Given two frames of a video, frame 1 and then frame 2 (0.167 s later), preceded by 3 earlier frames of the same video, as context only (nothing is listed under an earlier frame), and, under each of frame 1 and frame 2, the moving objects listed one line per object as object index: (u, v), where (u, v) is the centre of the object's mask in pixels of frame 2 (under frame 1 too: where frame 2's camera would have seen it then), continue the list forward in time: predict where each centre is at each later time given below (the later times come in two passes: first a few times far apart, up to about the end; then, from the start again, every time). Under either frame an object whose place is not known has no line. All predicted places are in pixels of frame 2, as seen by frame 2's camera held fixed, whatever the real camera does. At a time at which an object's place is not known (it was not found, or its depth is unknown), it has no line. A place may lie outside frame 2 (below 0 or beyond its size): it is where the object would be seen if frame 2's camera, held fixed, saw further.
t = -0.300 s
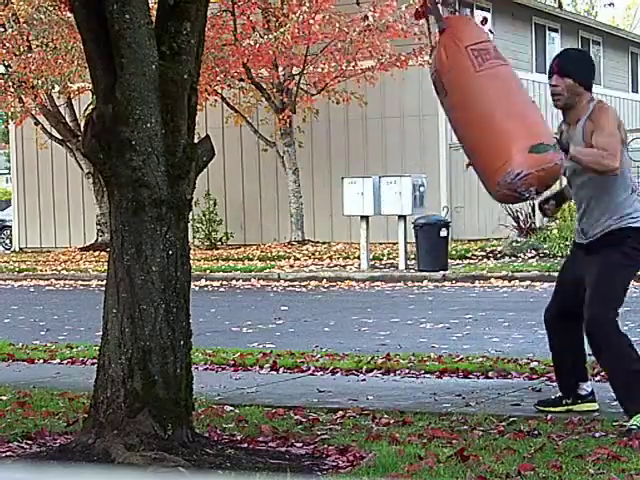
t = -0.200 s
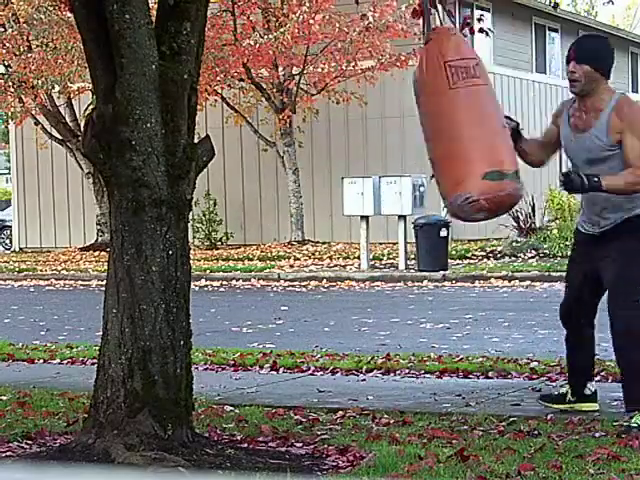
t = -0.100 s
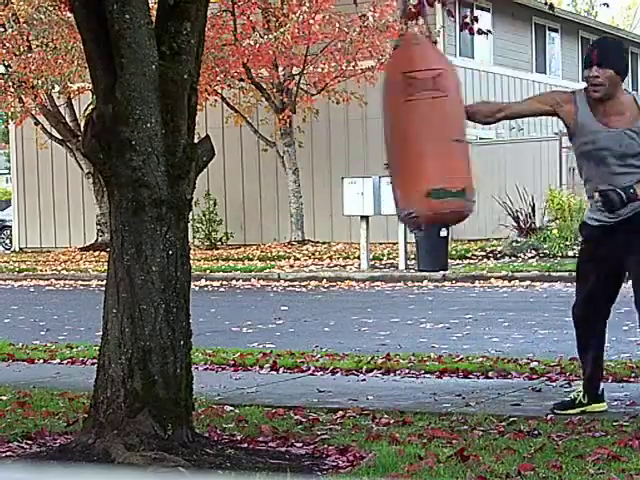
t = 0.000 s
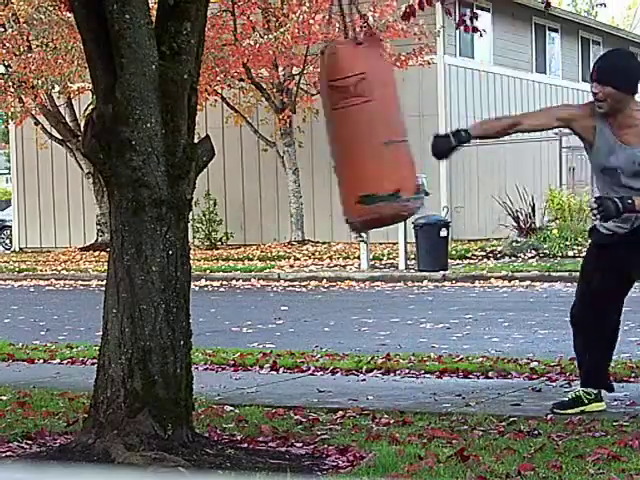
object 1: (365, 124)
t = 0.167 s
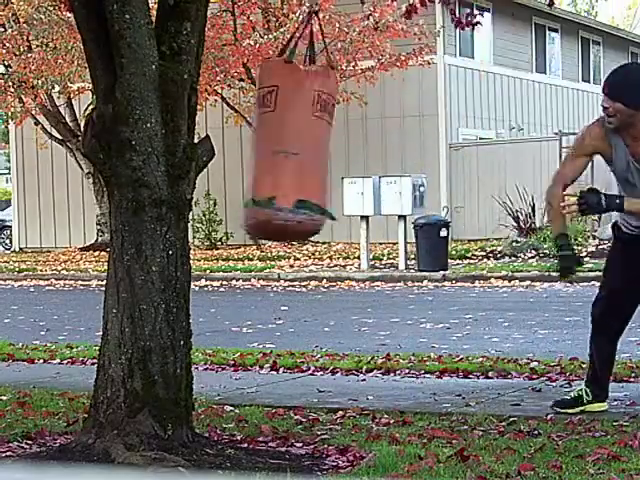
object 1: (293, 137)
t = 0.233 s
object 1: (276, 133)
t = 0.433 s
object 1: (224, 114)
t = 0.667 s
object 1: (220, 73)
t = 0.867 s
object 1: (226, 93)
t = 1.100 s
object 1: (271, 123)
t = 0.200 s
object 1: (285, 137)
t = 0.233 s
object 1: (276, 133)
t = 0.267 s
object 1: (266, 130)
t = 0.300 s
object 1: (259, 126)
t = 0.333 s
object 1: (252, 120)
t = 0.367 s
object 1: (242, 116)
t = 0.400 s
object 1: (233, 115)
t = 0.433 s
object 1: (224, 114)
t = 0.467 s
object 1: (219, 102)
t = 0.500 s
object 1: (215, 97)
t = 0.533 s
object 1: (214, 91)
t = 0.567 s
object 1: (216, 74)
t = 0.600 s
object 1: (216, 73)
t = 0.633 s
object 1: (219, 71)
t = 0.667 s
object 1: (220, 73)
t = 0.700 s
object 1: (221, 81)
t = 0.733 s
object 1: (223, 81)
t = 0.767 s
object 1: (225, 83)
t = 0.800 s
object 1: (225, 87)
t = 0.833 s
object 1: (225, 88)
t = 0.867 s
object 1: (226, 93)
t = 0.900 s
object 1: (227, 97)
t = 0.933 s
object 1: (229, 103)
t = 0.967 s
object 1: (233, 108)
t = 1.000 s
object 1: (241, 113)
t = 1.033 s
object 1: (249, 118)
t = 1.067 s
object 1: (259, 122)
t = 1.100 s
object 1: (271, 123)
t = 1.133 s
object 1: (282, 126)
